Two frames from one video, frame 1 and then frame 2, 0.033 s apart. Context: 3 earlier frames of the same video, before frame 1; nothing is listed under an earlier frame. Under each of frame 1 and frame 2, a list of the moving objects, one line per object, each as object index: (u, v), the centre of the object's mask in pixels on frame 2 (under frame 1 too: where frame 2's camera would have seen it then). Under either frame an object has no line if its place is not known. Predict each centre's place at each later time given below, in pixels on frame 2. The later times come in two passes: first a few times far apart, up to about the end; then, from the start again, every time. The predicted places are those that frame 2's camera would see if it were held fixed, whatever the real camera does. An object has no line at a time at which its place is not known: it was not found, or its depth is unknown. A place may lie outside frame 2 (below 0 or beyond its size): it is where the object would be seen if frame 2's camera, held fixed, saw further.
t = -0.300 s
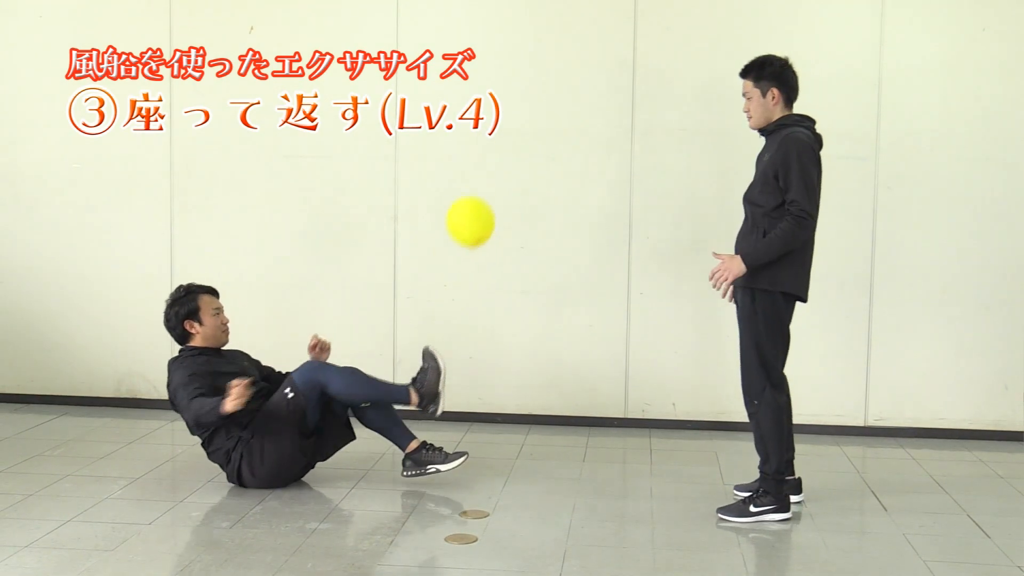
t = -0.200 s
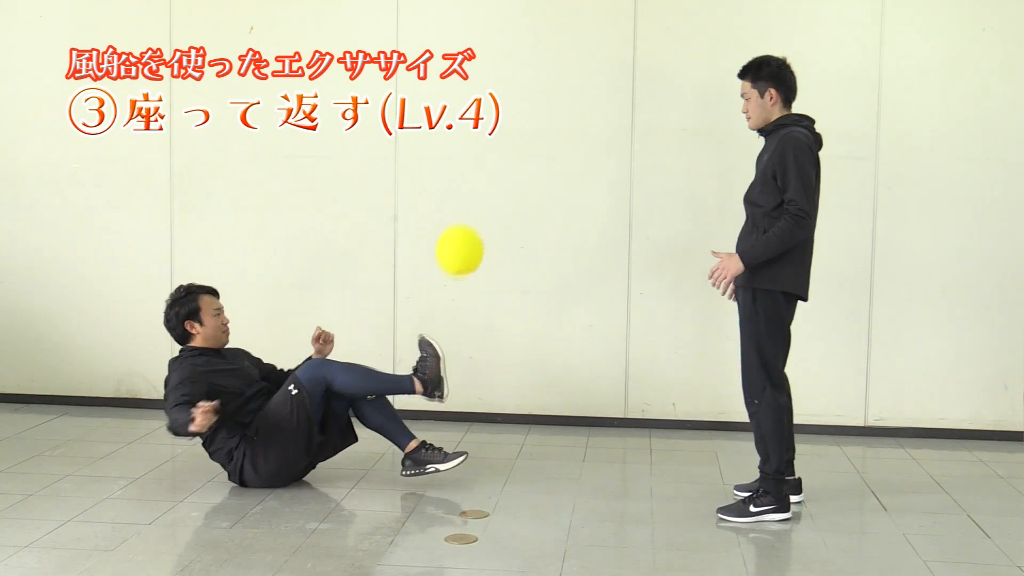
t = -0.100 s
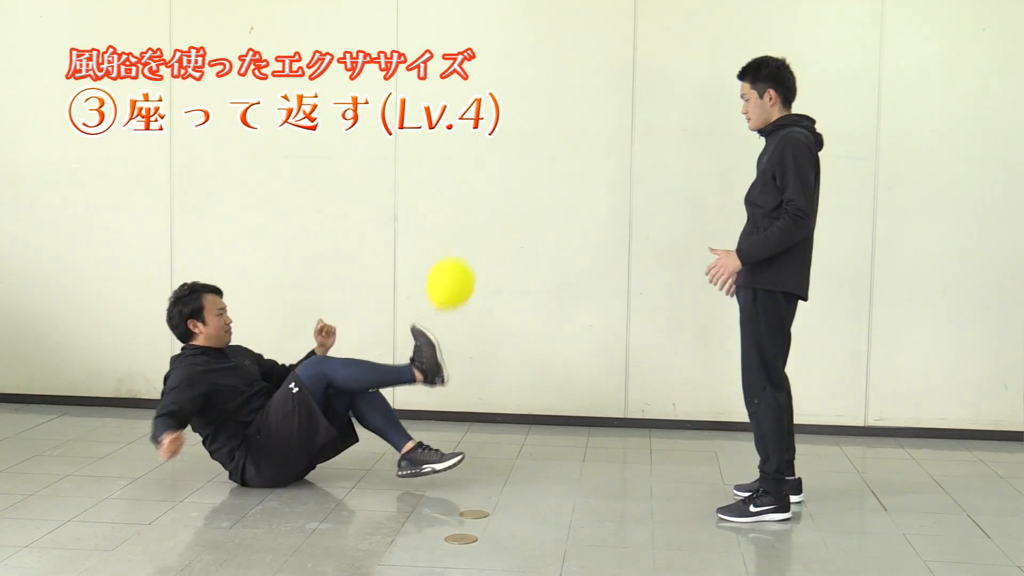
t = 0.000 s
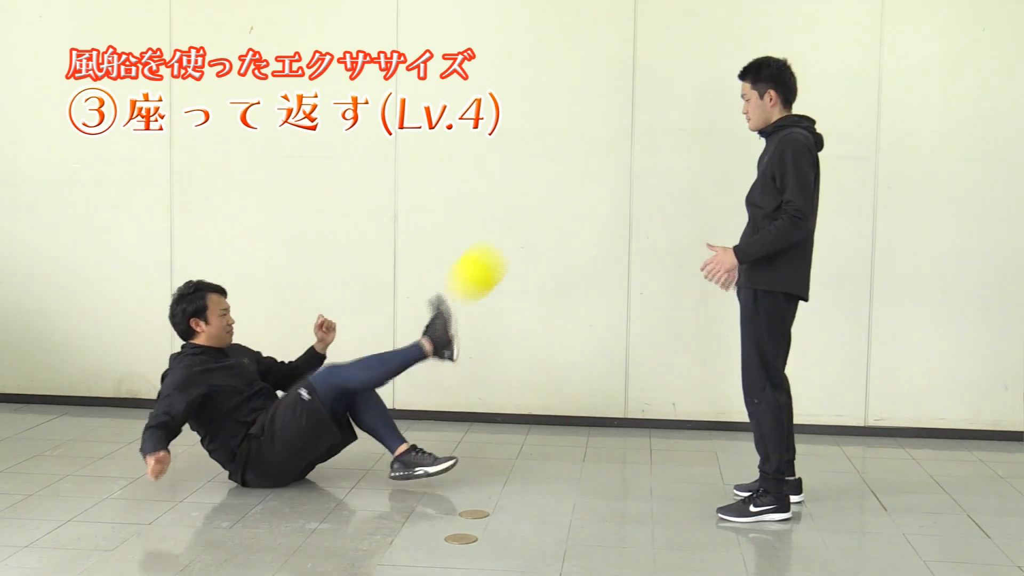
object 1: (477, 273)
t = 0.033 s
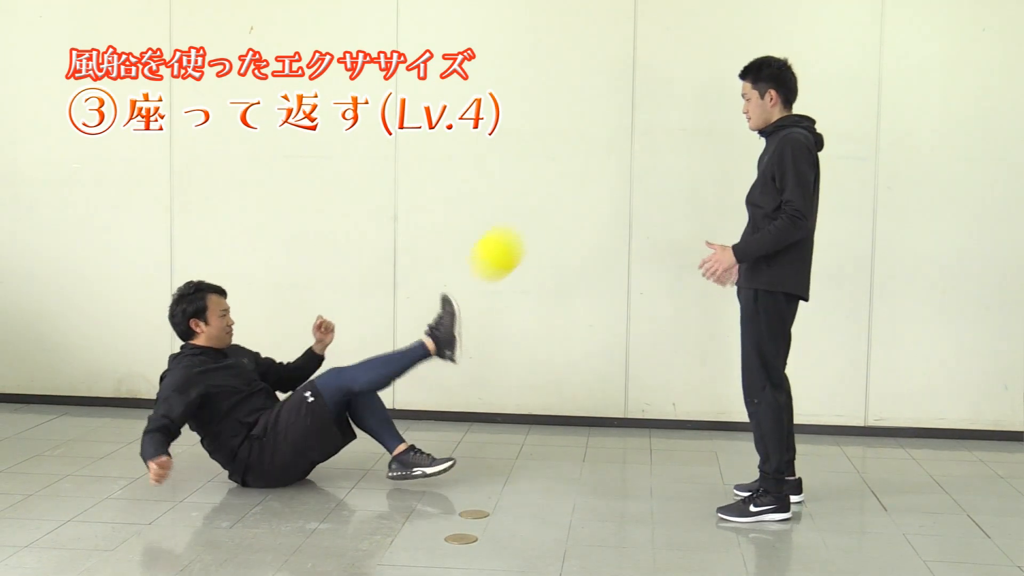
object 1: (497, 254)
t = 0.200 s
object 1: (566, 187)
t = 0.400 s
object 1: (588, 167)
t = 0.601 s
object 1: (594, 185)
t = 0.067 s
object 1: (515, 237)
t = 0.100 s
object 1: (531, 221)
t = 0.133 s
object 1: (545, 208)
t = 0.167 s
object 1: (556, 196)
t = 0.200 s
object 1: (566, 187)
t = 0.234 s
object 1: (574, 178)
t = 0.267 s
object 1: (580, 172)
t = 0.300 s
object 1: (584, 167)
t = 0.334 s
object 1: (587, 165)
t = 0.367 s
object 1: (588, 165)
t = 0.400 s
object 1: (588, 167)
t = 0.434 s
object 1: (589, 168)
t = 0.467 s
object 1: (590, 171)
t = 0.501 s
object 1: (591, 173)
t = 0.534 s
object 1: (592, 177)
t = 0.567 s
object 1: (593, 181)
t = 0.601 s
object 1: (594, 185)
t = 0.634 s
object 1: (595, 190)
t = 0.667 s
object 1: (596, 196)
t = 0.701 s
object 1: (597, 202)
